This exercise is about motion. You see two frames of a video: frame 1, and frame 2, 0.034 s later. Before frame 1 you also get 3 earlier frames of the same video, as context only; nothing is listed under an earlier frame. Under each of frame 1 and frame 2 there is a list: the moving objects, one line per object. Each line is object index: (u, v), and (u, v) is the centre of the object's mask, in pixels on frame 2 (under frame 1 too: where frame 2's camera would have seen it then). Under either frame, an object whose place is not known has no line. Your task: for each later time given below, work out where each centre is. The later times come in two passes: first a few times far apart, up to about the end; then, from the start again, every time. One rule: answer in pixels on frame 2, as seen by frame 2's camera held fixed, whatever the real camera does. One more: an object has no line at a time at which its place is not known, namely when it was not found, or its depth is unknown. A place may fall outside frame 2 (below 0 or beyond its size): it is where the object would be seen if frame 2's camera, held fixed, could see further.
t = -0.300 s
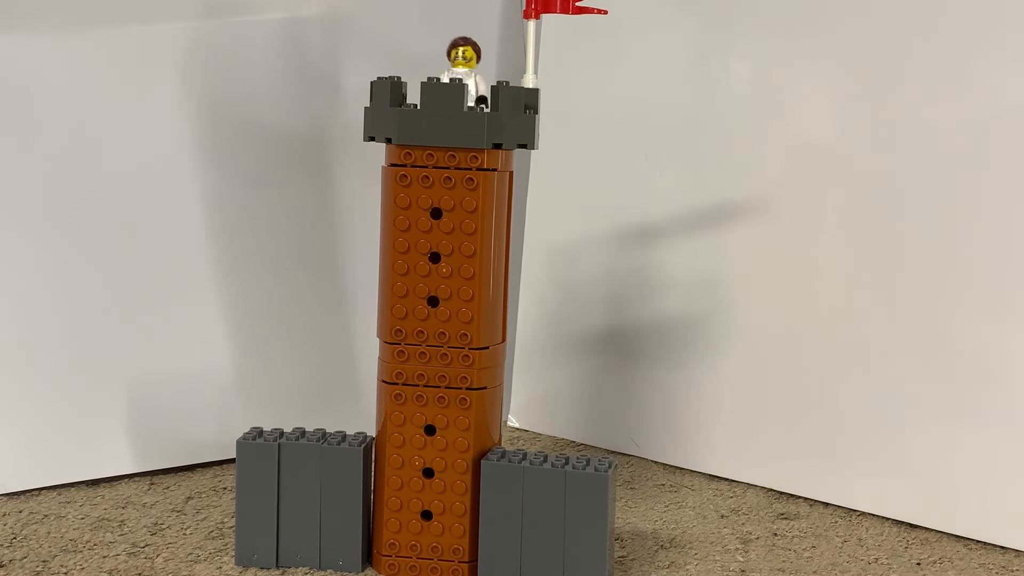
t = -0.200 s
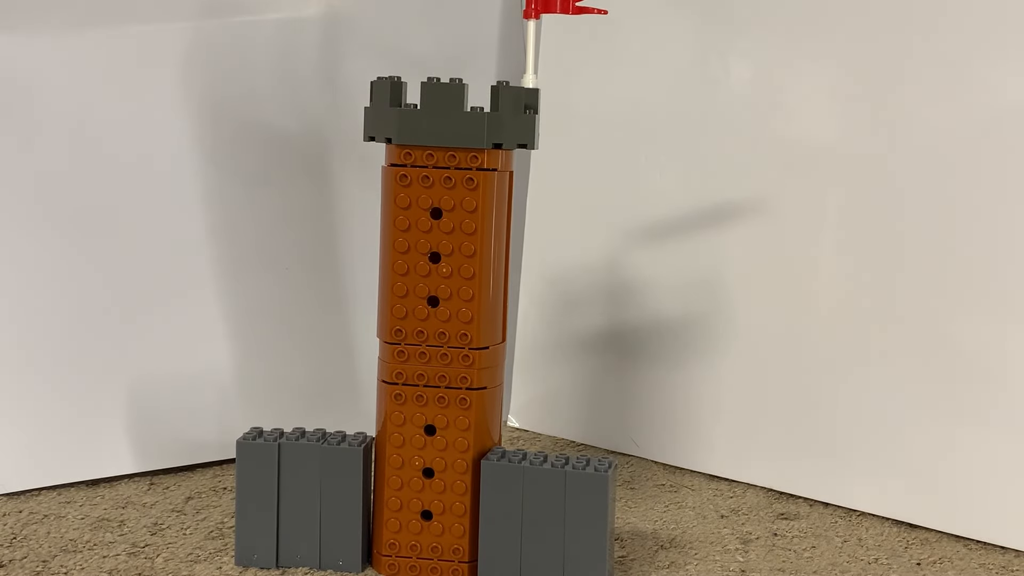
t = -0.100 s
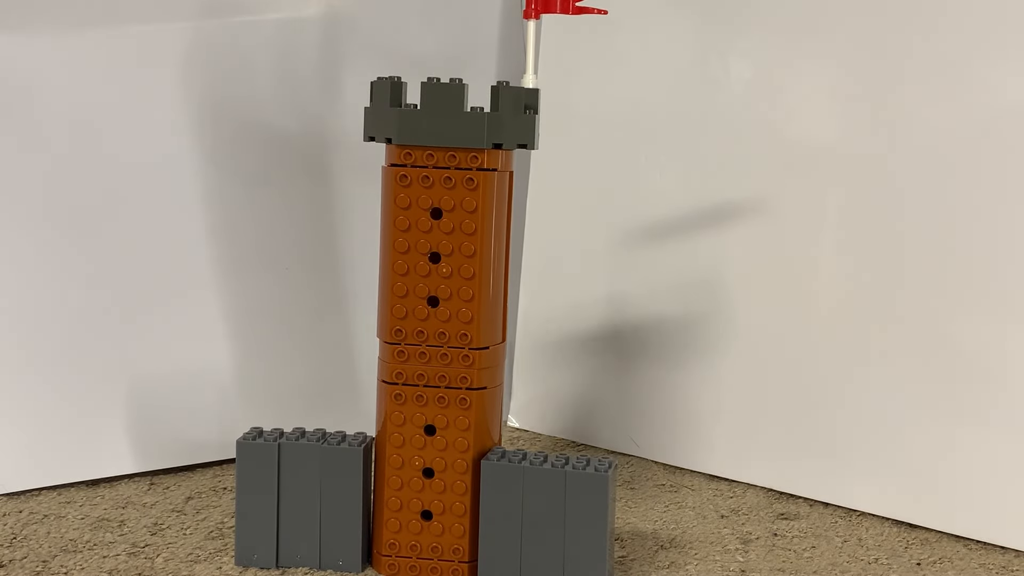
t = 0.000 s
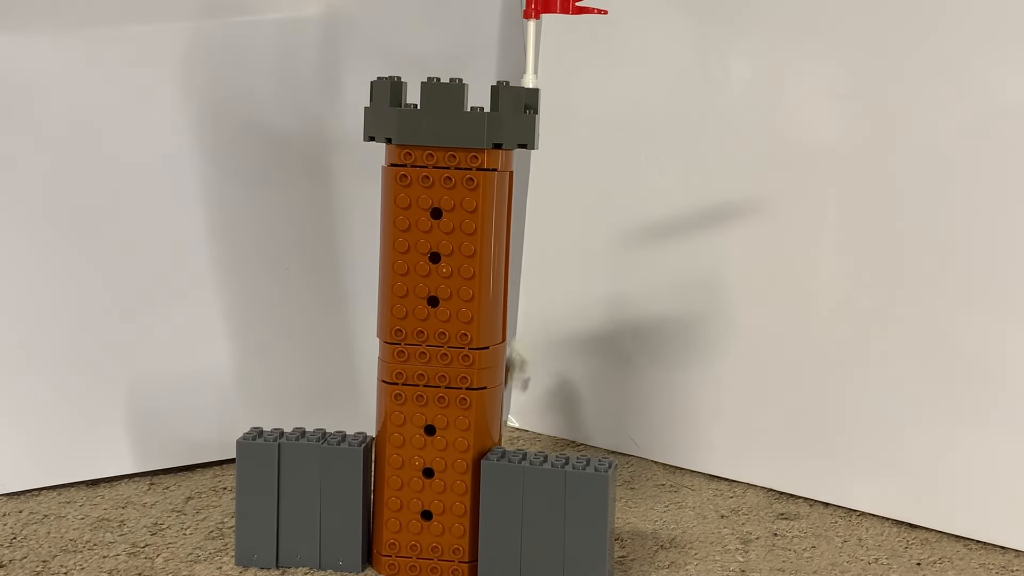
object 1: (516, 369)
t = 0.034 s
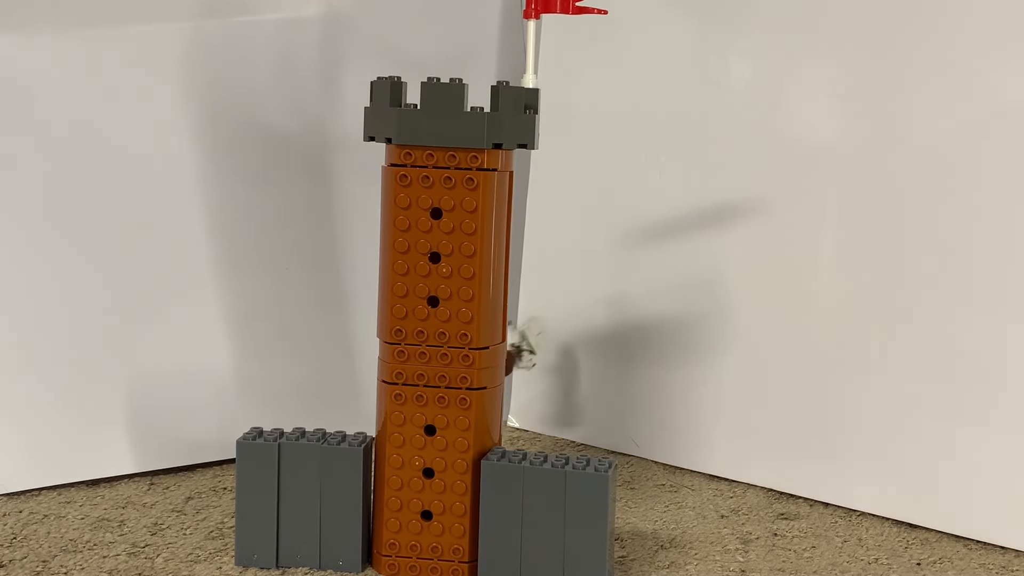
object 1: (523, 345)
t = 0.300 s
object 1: (554, 425)
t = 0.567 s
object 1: (537, 437)
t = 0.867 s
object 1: (538, 438)
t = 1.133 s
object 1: (538, 438)
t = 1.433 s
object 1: (538, 438)
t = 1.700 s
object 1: (538, 438)
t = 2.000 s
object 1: (538, 438)
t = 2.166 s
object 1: (538, 438)
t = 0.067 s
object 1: (531, 348)
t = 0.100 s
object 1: (539, 375)
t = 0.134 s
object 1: (533, 409)
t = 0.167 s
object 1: (537, 404)
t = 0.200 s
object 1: (540, 414)
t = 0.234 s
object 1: (550, 425)
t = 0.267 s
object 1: (554, 423)
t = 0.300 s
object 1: (554, 425)
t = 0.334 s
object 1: (553, 425)
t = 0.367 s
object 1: (553, 425)
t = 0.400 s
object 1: (552, 426)
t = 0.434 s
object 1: (550, 427)
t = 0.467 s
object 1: (548, 428)
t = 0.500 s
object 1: (545, 430)
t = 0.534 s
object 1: (543, 432)
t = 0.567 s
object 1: (537, 437)
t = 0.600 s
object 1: (535, 439)
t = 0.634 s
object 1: (536, 438)
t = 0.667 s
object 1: (537, 439)
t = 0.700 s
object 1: (536, 438)
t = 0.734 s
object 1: (536, 439)
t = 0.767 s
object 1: (537, 439)
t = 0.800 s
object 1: (539, 438)
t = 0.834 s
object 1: (539, 438)
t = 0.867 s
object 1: (538, 438)
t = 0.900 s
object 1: (537, 439)
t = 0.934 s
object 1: (537, 439)
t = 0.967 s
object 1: (538, 439)
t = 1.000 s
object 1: (538, 438)
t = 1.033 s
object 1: (538, 438)
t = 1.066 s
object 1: (538, 438)
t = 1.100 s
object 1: (538, 438)
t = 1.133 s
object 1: (538, 438)
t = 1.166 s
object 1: (538, 438)
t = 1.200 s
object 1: (538, 438)
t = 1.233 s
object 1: (538, 438)
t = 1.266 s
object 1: (538, 438)
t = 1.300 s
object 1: (538, 438)
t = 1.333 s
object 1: (538, 438)
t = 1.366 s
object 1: (538, 438)
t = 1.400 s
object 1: (538, 438)
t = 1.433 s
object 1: (538, 438)
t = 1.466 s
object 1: (538, 438)
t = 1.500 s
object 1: (538, 438)
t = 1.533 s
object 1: (538, 438)
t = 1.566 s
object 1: (538, 438)
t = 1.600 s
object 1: (538, 438)
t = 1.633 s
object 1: (538, 438)
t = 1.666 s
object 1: (538, 438)
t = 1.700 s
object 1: (538, 438)
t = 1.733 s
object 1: (538, 438)
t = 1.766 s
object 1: (538, 438)
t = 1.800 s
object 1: (538, 438)
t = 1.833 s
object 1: (538, 438)
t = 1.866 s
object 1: (538, 438)
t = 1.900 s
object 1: (538, 438)
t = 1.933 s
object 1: (538, 438)
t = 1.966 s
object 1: (538, 438)
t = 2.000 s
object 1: (538, 438)
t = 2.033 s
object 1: (538, 438)
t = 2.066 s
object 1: (538, 438)
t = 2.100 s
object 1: (538, 438)
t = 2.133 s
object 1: (538, 438)
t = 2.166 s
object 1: (538, 438)
